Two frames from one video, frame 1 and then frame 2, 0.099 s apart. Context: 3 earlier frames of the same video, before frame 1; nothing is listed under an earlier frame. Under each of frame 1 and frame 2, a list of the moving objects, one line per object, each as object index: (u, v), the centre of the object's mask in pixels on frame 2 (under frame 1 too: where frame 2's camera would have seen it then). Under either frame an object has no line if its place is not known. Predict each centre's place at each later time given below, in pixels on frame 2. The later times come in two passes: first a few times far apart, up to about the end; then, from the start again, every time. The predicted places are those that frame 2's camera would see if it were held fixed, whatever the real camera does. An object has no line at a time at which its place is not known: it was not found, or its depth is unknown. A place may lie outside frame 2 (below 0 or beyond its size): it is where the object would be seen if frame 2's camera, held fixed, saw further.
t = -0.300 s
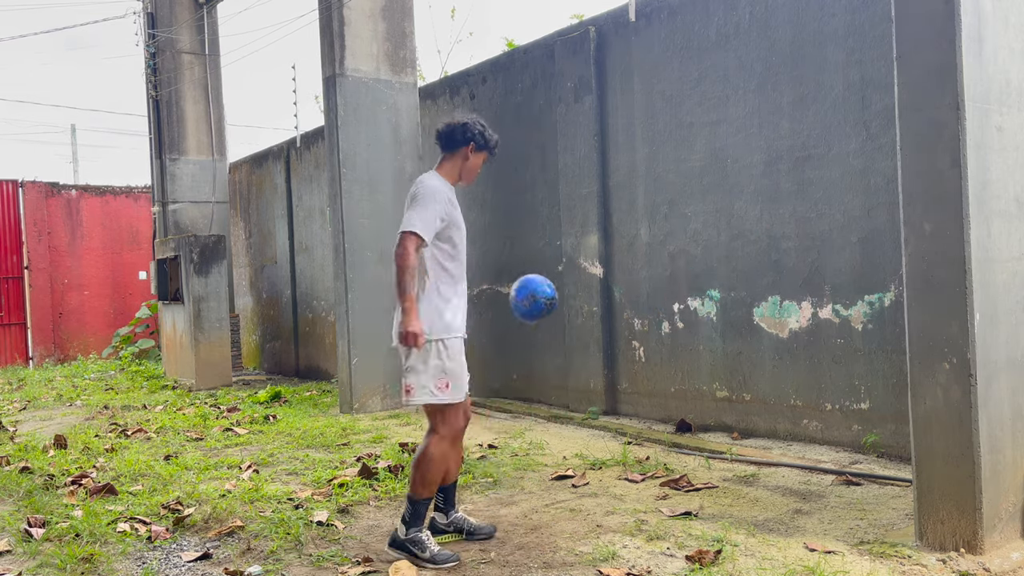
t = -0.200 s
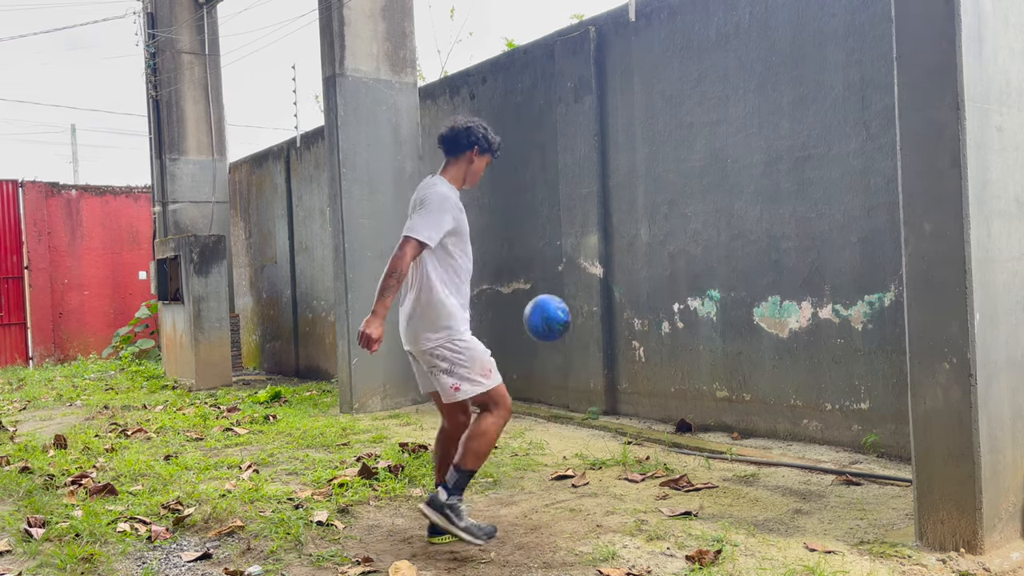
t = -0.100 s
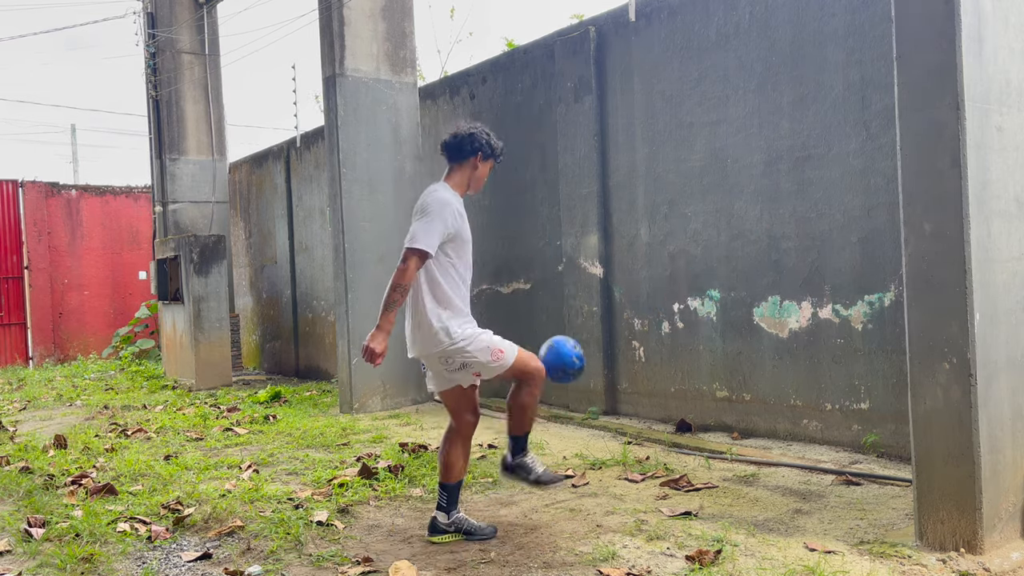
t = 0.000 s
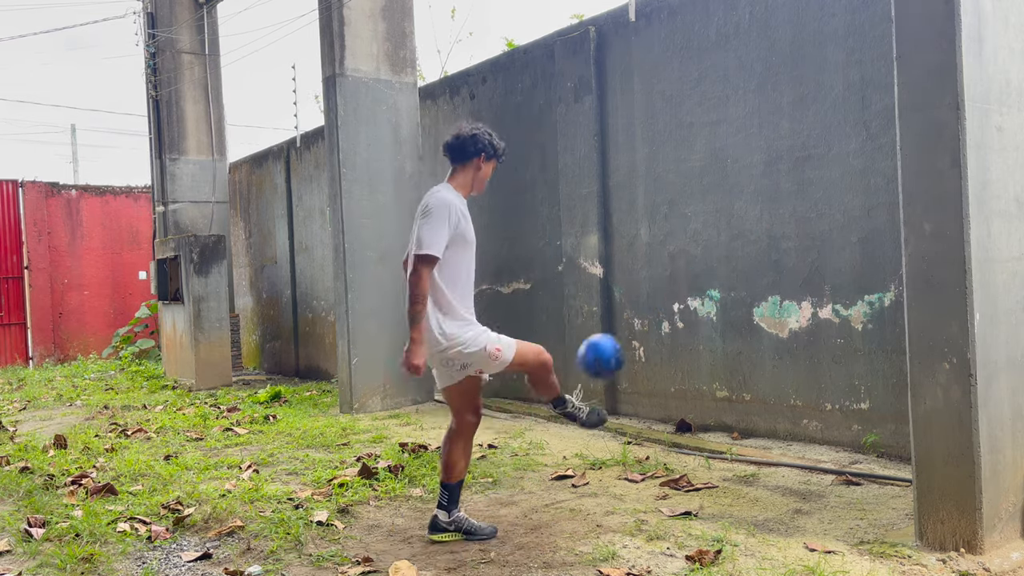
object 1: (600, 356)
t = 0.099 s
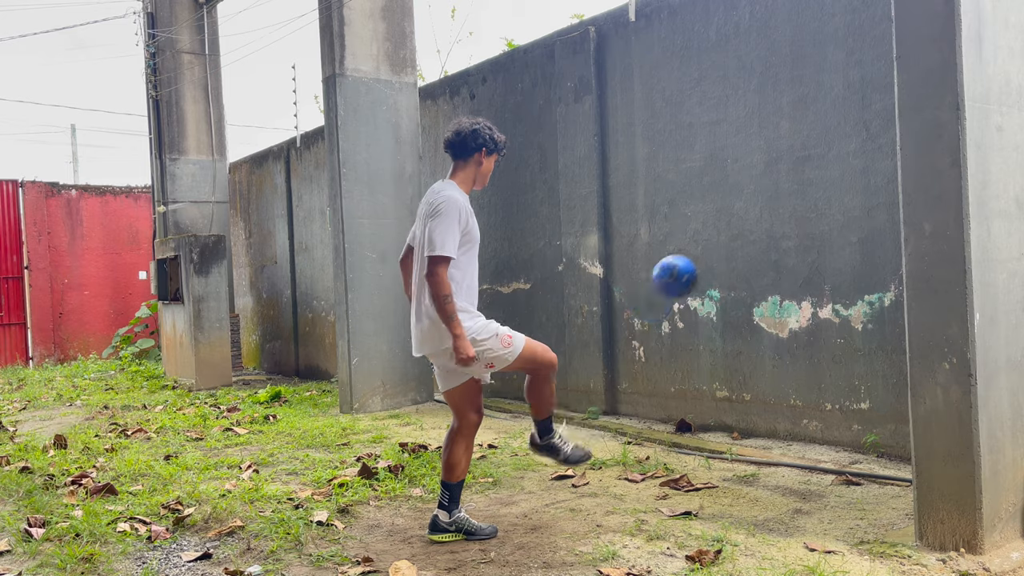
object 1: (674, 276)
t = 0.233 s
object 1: (764, 211)
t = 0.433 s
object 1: (769, 178)
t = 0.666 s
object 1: (678, 232)
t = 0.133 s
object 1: (698, 256)
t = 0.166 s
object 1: (721, 238)
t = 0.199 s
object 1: (742, 223)
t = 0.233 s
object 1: (764, 211)
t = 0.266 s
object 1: (783, 201)
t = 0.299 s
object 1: (802, 195)
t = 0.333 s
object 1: (803, 188)
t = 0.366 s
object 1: (792, 183)
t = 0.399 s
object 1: (780, 180)
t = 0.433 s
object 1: (769, 178)
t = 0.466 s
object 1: (757, 179)
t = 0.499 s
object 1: (744, 182)
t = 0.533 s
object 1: (732, 187)
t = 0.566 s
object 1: (719, 194)
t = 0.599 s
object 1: (705, 204)
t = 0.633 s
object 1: (692, 217)
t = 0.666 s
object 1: (678, 232)
